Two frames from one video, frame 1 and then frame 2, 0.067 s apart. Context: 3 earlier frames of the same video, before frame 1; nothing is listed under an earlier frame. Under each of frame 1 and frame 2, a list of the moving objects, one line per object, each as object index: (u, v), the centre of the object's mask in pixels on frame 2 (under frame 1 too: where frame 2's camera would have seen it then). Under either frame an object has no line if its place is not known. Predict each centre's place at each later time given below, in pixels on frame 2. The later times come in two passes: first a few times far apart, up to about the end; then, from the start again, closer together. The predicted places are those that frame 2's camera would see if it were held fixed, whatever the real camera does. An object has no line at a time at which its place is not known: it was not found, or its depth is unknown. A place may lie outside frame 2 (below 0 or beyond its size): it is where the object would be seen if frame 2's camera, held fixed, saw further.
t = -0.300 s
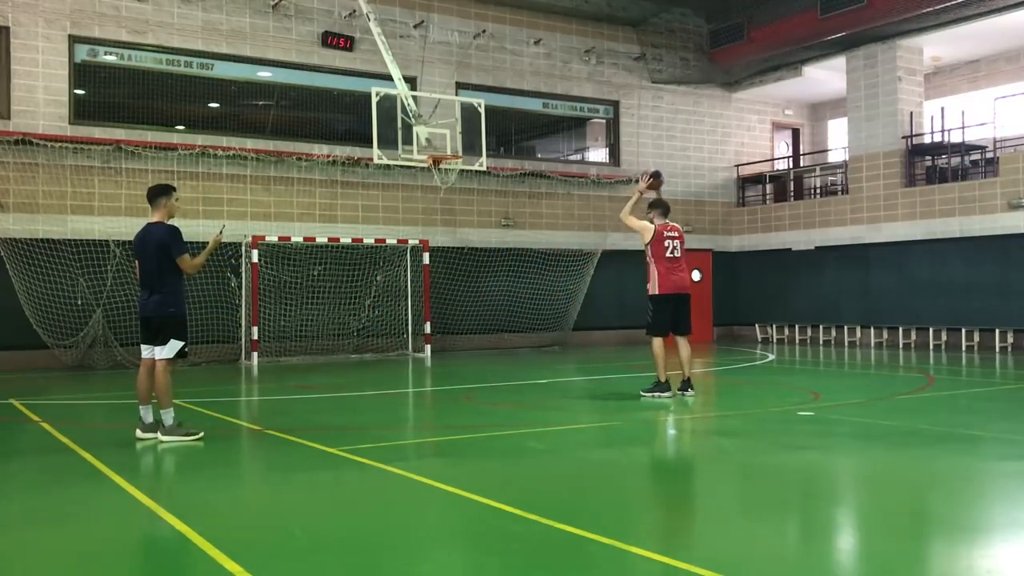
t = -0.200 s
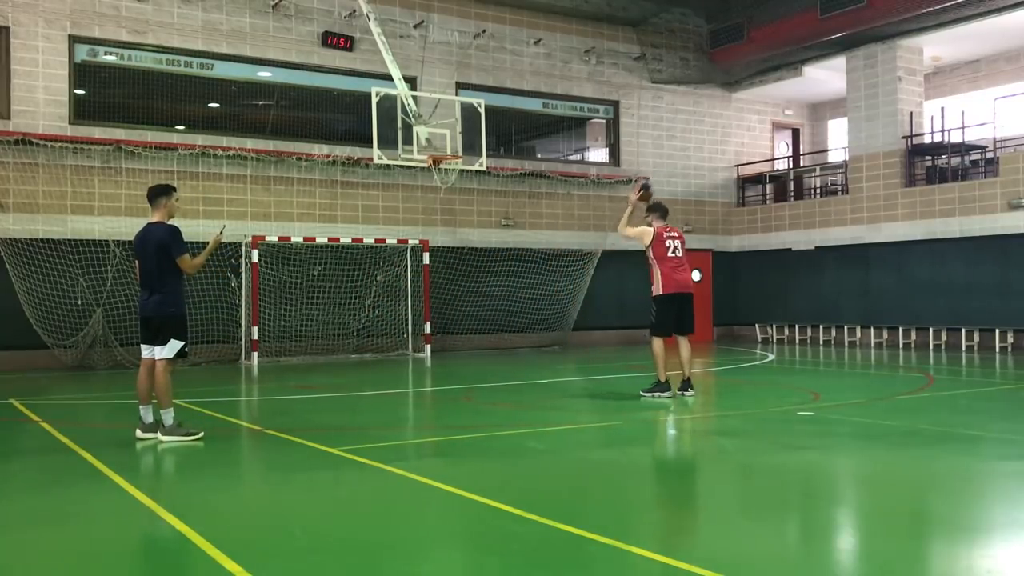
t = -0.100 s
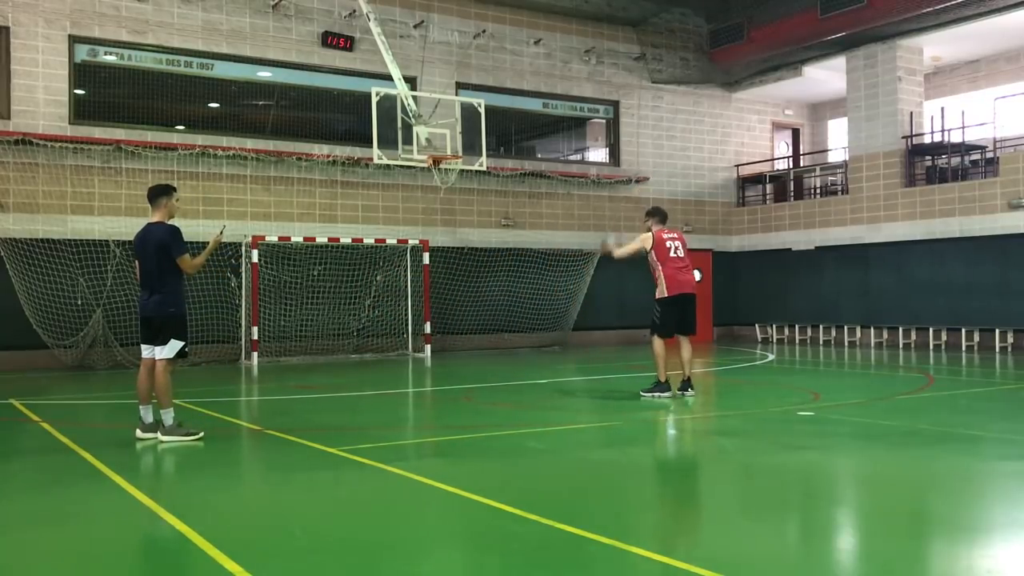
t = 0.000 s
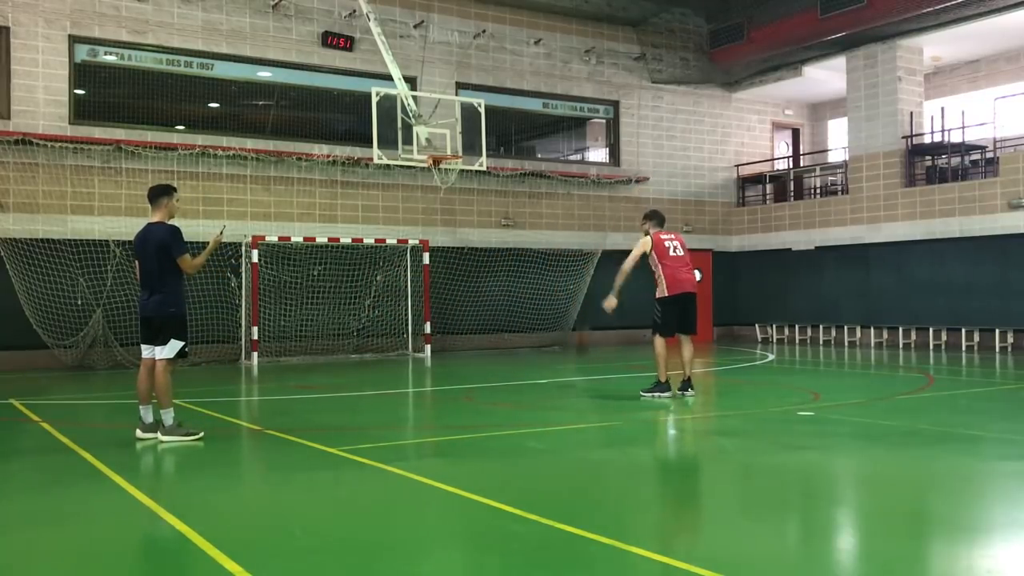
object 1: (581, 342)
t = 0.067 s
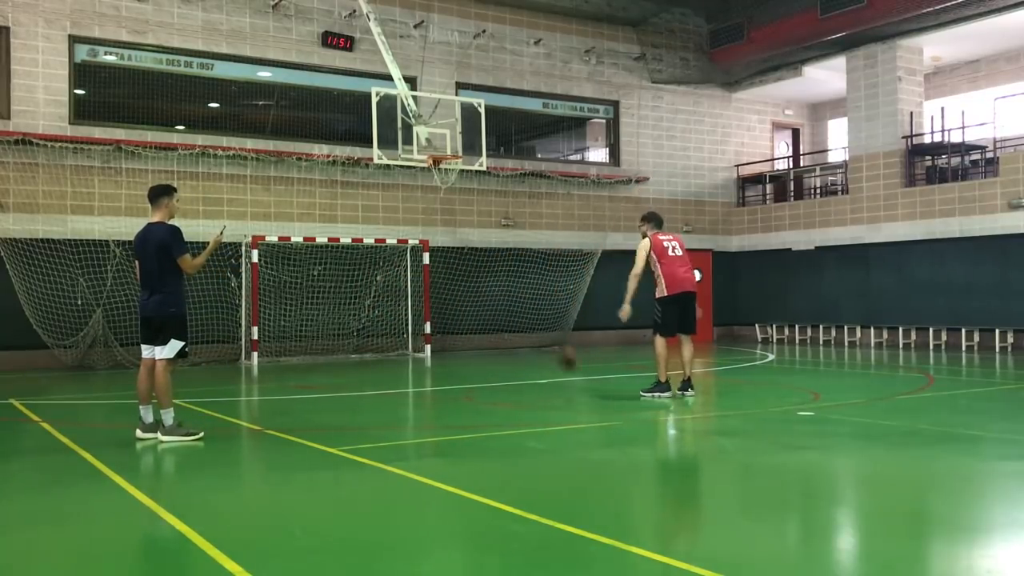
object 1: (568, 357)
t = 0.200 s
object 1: (544, 279)
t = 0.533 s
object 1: (490, 155)
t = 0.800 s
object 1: (453, 127)
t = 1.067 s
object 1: (420, 152)
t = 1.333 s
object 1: (413, 163)
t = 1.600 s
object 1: (416, 215)
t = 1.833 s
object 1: (418, 304)
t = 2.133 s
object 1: (418, 304)
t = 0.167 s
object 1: (548, 294)
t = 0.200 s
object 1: (544, 279)
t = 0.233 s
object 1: (537, 261)
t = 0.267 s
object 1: (531, 245)
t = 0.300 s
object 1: (525, 231)
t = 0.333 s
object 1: (521, 217)
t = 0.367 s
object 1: (515, 203)
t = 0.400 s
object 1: (509, 193)
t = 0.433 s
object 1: (505, 183)
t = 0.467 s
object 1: (500, 172)
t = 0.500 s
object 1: (494, 163)
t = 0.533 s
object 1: (490, 155)
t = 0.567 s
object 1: (486, 148)
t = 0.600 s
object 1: (479, 143)
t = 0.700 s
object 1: (465, 130)
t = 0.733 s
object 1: (462, 129)
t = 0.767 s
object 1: (457, 128)
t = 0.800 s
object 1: (453, 127)
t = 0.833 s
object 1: (448, 128)
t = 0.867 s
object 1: (444, 129)
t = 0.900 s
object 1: (440, 131)
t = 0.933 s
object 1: (436, 134)
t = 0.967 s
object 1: (432, 138)
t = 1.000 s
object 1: (428, 141)
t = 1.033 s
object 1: (424, 146)
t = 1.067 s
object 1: (420, 152)
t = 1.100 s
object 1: (415, 155)
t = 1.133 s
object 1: (411, 159)
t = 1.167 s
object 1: (411, 159)
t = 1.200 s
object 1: (411, 159)
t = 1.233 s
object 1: (411, 159)
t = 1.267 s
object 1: (411, 159)
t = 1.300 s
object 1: (412, 161)
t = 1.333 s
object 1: (413, 163)
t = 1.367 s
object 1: (413, 167)
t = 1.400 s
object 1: (414, 171)
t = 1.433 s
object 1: (414, 176)
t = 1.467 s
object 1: (414, 183)
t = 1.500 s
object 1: (415, 189)
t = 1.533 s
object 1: (415, 198)
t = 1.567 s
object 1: (415, 205)
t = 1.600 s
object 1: (416, 215)
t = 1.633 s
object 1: (417, 225)
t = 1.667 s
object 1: (416, 235)
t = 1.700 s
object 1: (415, 248)
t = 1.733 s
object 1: (416, 262)
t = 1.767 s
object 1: (416, 275)
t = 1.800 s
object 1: (418, 290)
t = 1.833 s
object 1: (418, 304)
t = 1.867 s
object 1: (421, 325)
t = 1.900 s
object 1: (420, 339)
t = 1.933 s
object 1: (421, 360)
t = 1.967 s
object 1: (421, 367)
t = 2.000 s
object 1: (421, 354)
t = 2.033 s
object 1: (421, 340)
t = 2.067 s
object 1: (420, 328)
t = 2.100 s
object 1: (418, 317)
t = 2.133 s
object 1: (418, 304)
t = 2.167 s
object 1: (417, 293)
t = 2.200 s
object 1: (418, 285)
